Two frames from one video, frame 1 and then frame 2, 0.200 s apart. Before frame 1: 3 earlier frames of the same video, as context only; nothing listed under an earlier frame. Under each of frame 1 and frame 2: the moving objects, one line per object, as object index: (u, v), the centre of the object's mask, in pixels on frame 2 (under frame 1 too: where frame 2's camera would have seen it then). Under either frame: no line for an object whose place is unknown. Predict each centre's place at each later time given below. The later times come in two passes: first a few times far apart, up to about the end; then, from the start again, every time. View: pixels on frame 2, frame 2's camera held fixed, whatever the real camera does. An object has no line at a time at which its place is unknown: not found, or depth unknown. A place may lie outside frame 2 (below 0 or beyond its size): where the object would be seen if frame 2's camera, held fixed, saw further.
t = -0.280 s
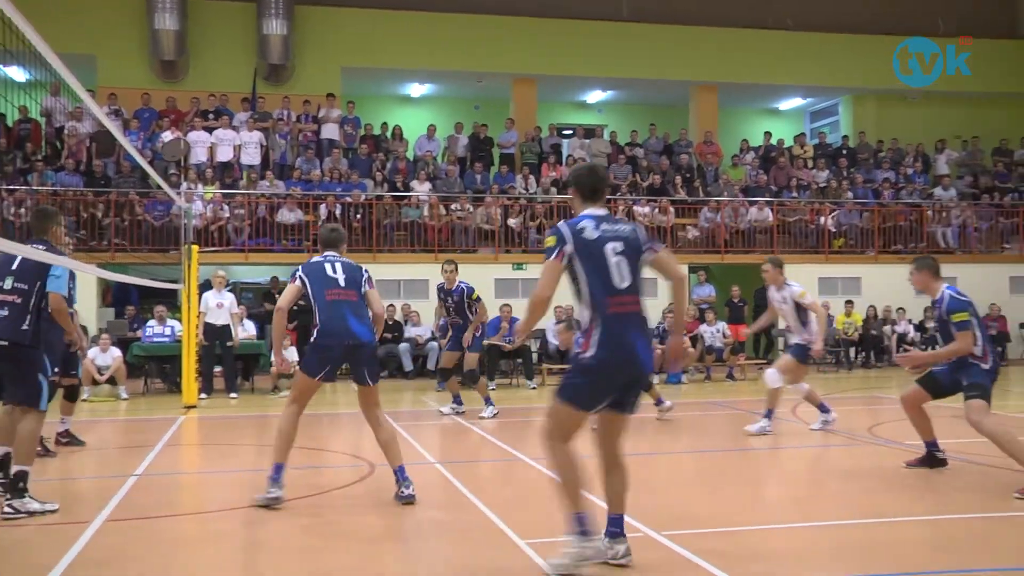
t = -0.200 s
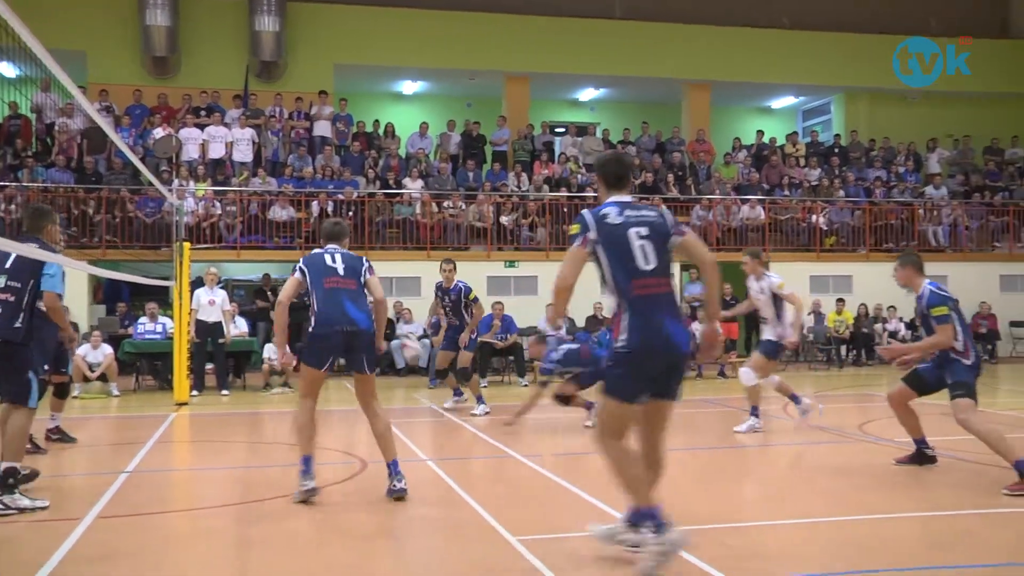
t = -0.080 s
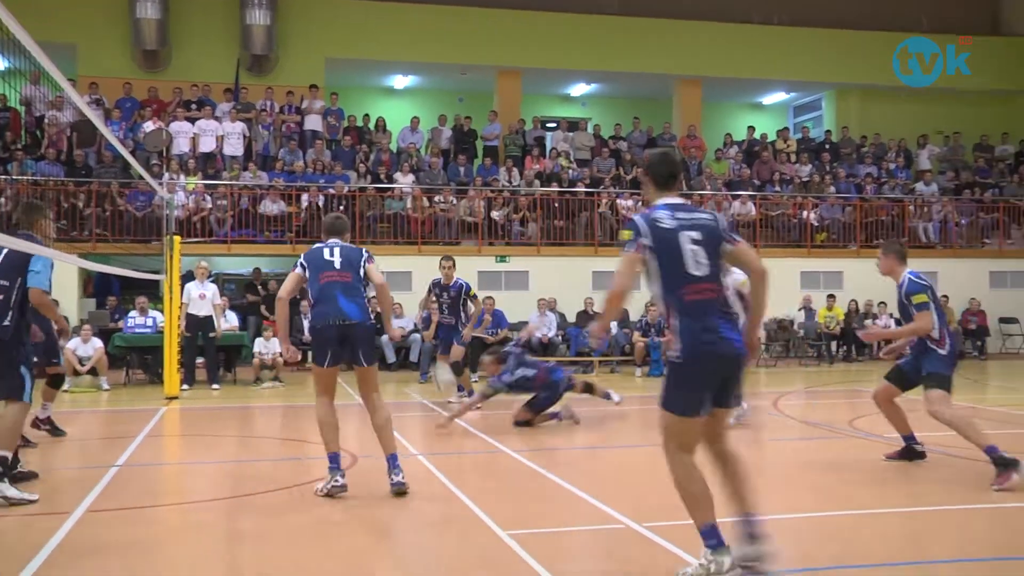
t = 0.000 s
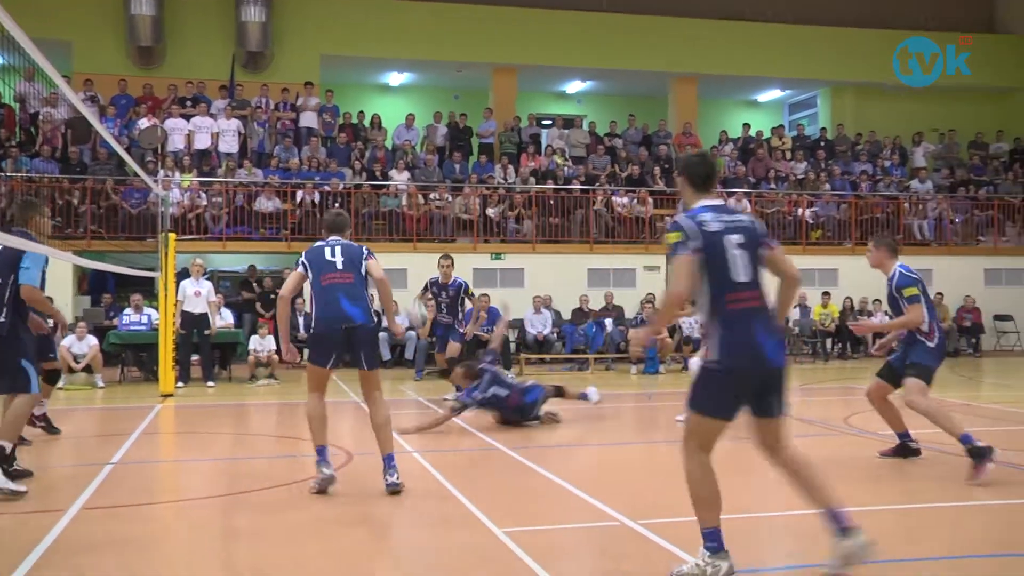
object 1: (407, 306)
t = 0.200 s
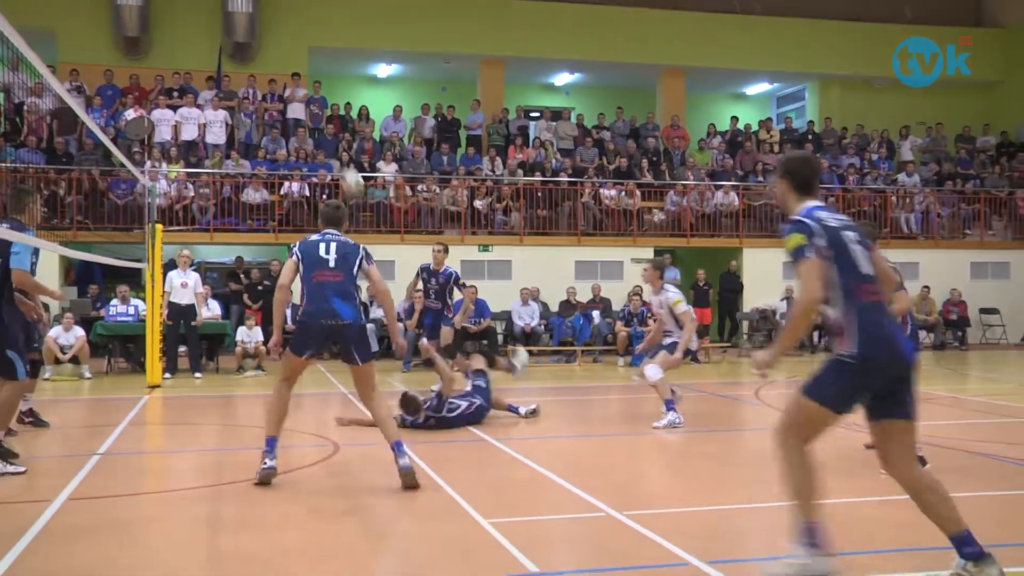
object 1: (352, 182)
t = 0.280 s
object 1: (332, 145)
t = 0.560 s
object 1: (275, 72)
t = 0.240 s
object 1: (342, 162)
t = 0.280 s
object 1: (332, 145)
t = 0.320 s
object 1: (323, 130)
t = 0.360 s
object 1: (314, 117)
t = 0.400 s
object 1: (308, 103)
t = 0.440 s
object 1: (298, 93)
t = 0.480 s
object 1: (289, 84)
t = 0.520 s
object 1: (282, 78)
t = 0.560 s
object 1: (275, 72)
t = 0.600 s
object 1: (268, 67)
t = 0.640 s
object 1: (260, 66)
